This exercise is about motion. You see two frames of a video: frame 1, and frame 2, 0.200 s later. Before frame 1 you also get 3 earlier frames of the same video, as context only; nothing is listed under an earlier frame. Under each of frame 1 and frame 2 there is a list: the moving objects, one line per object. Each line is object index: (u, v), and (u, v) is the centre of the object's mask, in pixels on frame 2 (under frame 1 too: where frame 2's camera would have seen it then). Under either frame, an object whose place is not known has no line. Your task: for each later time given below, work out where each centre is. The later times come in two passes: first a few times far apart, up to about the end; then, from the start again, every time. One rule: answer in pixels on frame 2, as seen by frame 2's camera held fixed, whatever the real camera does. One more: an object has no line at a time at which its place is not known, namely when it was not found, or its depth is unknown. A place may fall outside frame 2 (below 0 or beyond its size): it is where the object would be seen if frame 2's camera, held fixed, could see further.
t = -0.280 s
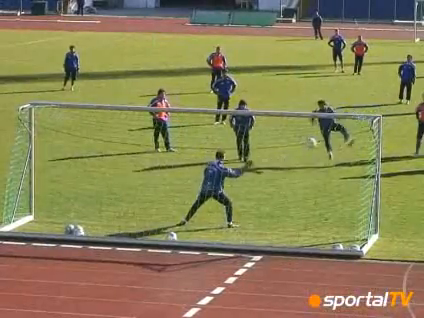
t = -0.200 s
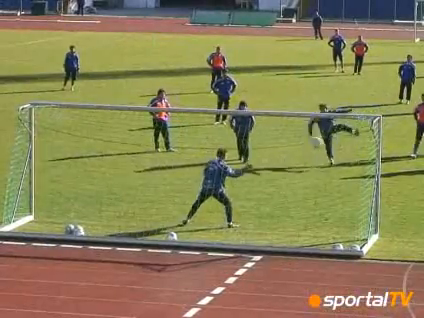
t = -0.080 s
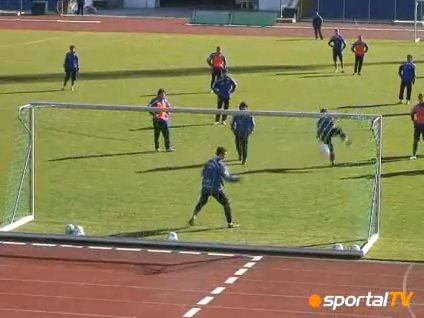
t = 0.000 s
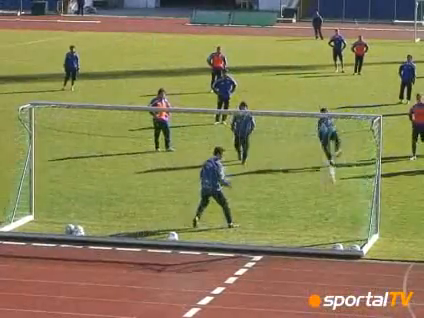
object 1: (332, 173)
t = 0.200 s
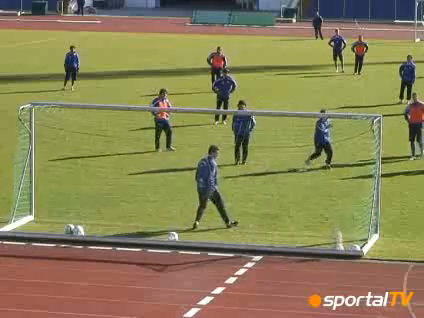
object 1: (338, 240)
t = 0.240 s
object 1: (338, 236)
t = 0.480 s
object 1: (338, 212)
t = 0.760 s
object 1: (334, 234)
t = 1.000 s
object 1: (334, 223)
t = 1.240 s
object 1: (334, 233)
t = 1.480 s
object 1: (333, 226)
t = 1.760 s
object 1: (331, 228)
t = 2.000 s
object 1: (330, 227)
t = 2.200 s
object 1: (329, 225)
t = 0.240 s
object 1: (338, 236)
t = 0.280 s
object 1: (340, 221)
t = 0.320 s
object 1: (340, 217)
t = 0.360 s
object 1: (340, 215)
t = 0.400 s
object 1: (339, 212)
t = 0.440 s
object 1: (338, 212)
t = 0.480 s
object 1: (338, 212)
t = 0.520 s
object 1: (337, 213)
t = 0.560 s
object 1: (337, 214)
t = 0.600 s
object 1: (336, 216)
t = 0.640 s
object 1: (336, 219)
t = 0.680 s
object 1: (334, 223)
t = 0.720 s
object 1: (334, 228)
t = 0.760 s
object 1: (334, 234)
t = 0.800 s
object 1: (332, 236)
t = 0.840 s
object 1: (333, 232)
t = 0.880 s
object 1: (334, 229)
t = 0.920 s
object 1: (334, 226)
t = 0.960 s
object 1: (334, 224)
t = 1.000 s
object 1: (334, 223)
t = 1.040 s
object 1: (334, 223)
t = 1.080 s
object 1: (334, 223)
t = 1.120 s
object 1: (334, 224)
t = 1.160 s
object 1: (334, 226)
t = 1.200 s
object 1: (334, 229)
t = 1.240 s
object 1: (334, 233)
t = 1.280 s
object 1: (333, 232)
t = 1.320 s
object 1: (333, 229)
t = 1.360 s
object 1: (333, 228)
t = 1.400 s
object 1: (333, 227)
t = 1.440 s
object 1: (333, 226)
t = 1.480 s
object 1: (333, 226)
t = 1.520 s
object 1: (333, 228)
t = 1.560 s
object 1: (332, 230)
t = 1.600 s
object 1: (332, 229)
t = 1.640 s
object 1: (332, 228)
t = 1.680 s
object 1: (332, 228)
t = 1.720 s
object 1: (331, 228)
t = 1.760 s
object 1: (331, 228)
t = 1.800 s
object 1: (331, 228)
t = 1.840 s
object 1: (331, 228)
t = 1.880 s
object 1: (331, 227)
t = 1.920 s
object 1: (331, 227)
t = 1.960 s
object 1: (330, 227)
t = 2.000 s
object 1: (330, 227)
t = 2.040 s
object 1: (330, 226)
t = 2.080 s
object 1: (330, 226)
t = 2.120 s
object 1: (330, 226)
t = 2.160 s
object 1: (330, 225)
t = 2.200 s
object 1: (329, 225)
